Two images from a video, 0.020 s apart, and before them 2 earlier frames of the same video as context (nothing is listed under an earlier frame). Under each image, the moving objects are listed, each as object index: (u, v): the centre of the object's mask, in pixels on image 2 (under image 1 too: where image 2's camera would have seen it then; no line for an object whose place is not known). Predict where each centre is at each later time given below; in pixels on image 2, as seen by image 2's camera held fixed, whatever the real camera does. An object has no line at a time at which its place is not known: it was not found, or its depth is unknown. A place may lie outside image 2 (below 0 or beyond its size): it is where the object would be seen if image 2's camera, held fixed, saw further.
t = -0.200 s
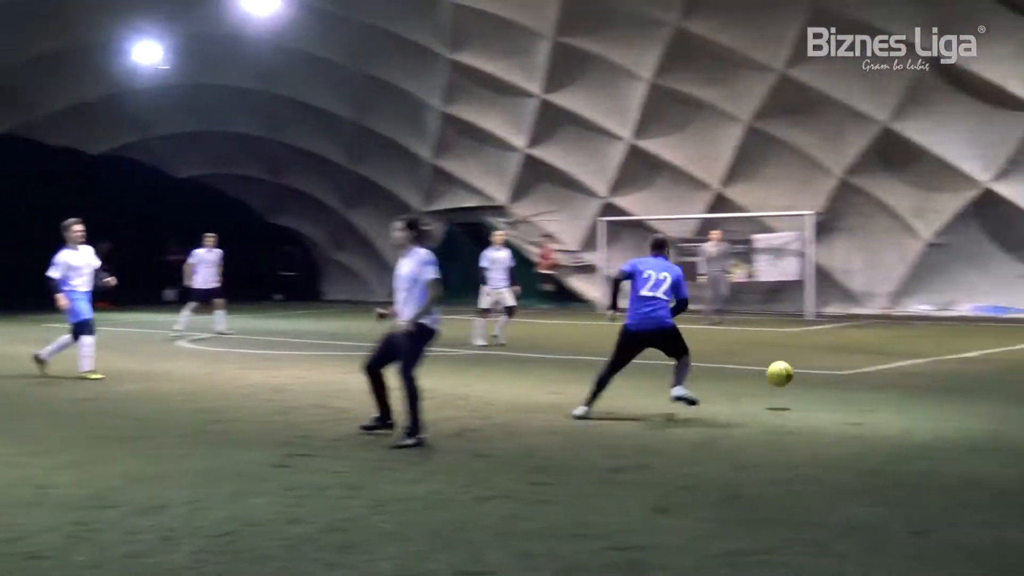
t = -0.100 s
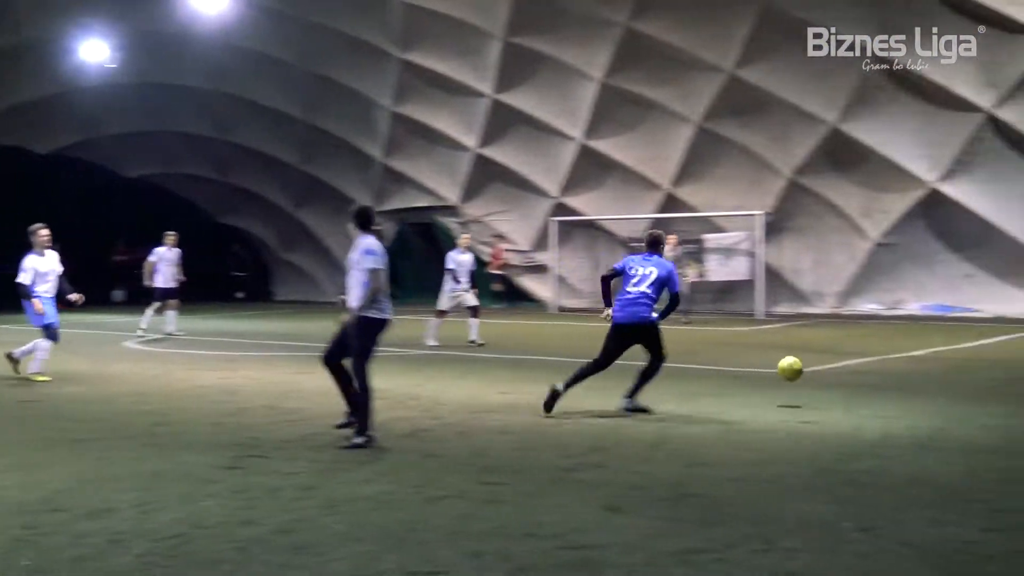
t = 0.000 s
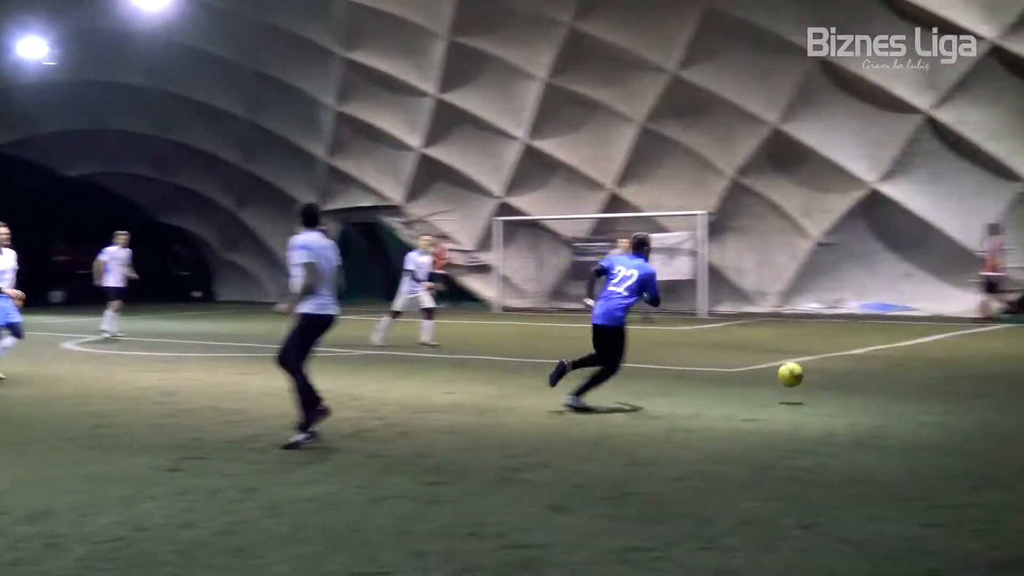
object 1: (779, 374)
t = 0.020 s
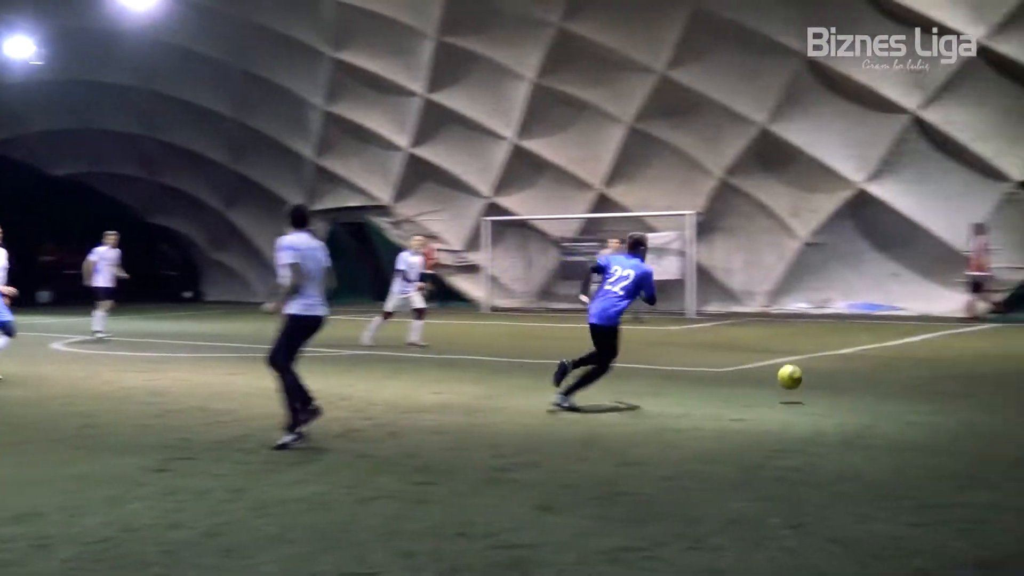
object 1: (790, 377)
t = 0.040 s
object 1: (800, 380)
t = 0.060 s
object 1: (811, 383)
